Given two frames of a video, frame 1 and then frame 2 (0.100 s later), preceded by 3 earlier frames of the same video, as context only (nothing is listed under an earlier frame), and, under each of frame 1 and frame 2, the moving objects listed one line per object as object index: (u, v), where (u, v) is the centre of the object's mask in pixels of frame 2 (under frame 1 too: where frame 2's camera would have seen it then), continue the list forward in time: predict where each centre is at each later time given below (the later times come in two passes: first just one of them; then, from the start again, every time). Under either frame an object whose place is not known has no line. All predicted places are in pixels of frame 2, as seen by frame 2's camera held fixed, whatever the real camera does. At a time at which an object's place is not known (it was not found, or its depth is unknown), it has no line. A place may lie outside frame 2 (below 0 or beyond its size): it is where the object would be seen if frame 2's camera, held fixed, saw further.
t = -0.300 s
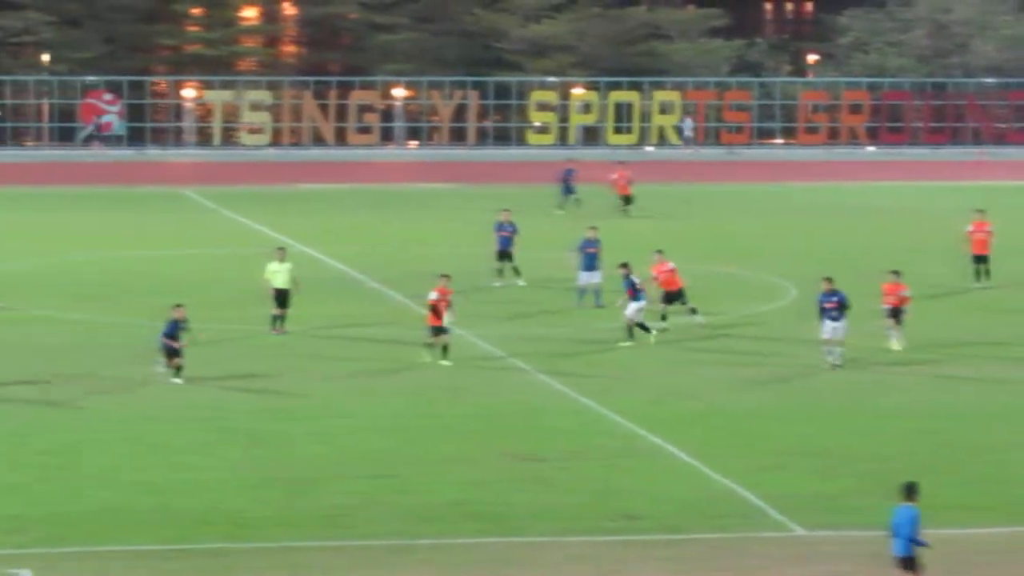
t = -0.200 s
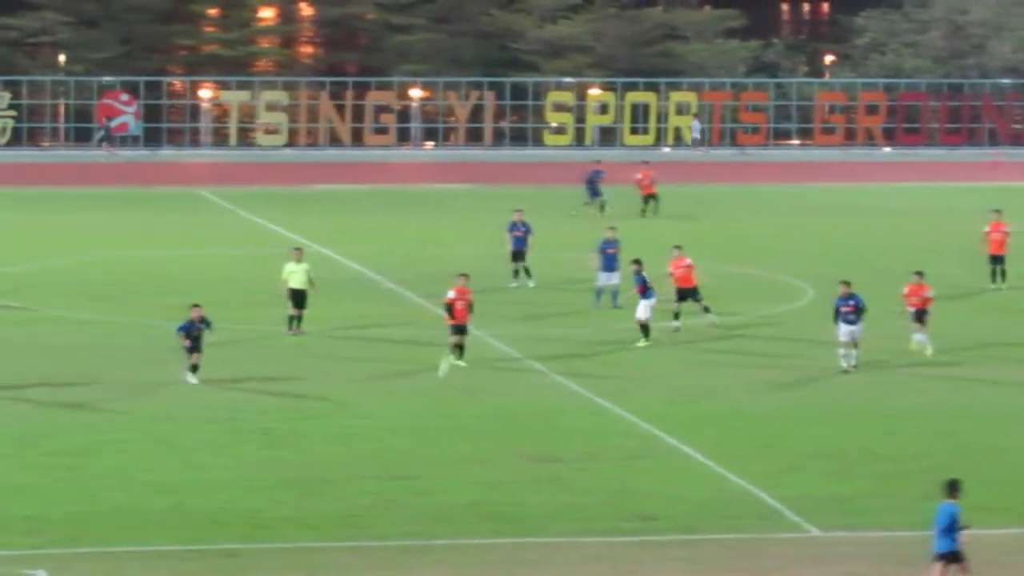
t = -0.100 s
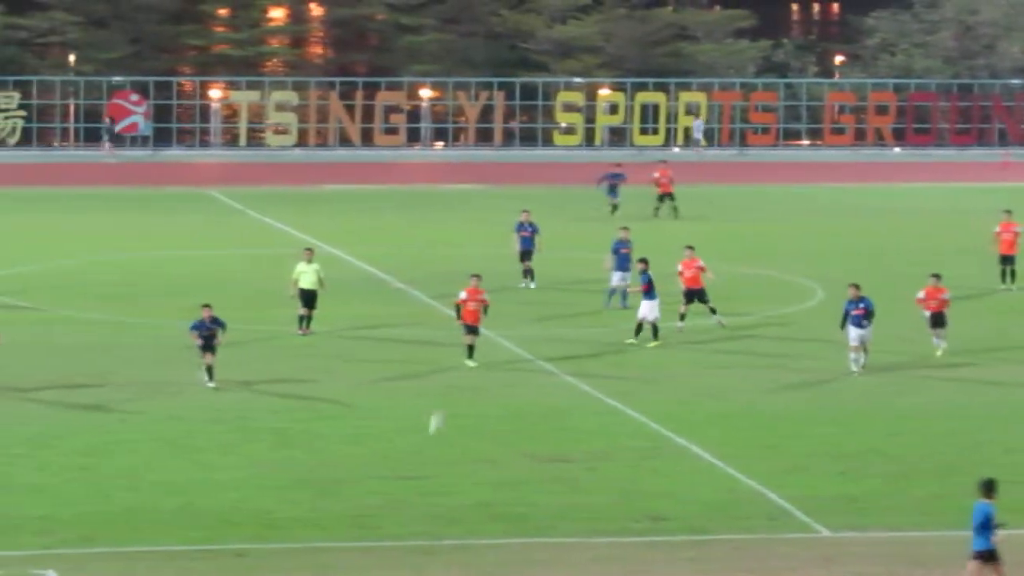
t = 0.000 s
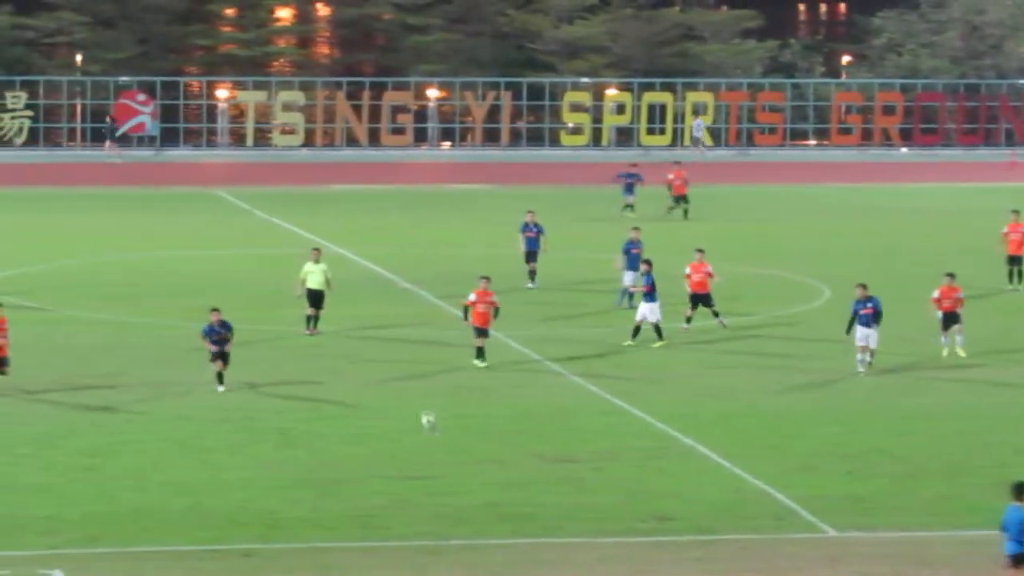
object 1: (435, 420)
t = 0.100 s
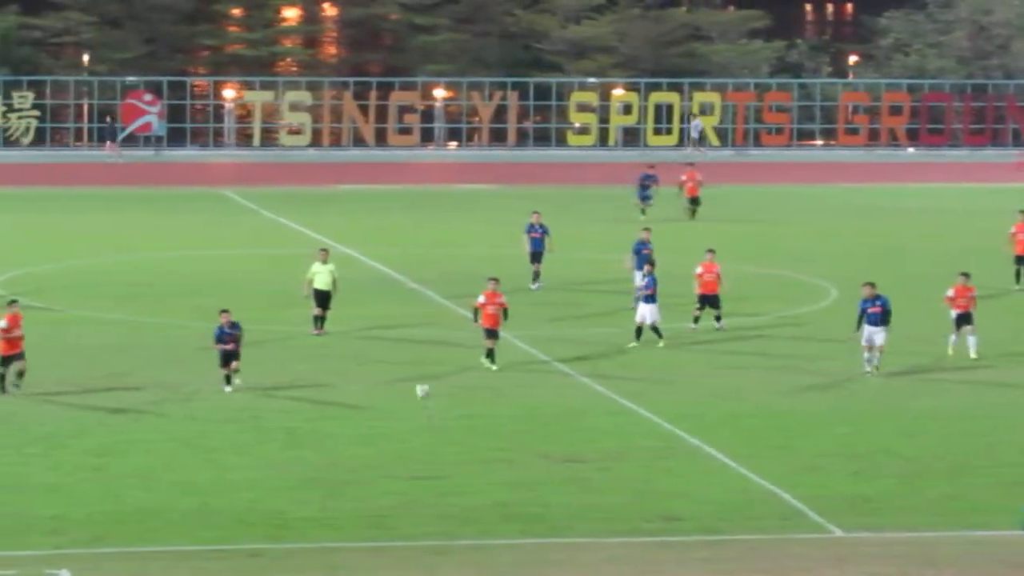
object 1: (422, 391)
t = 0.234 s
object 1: (405, 363)
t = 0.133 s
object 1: (417, 382)
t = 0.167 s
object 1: (413, 375)
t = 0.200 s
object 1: (409, 368)
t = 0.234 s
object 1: (405, 363)
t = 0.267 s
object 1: (401, 357)
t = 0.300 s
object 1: (396, 351)
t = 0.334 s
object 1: (392, 347)
